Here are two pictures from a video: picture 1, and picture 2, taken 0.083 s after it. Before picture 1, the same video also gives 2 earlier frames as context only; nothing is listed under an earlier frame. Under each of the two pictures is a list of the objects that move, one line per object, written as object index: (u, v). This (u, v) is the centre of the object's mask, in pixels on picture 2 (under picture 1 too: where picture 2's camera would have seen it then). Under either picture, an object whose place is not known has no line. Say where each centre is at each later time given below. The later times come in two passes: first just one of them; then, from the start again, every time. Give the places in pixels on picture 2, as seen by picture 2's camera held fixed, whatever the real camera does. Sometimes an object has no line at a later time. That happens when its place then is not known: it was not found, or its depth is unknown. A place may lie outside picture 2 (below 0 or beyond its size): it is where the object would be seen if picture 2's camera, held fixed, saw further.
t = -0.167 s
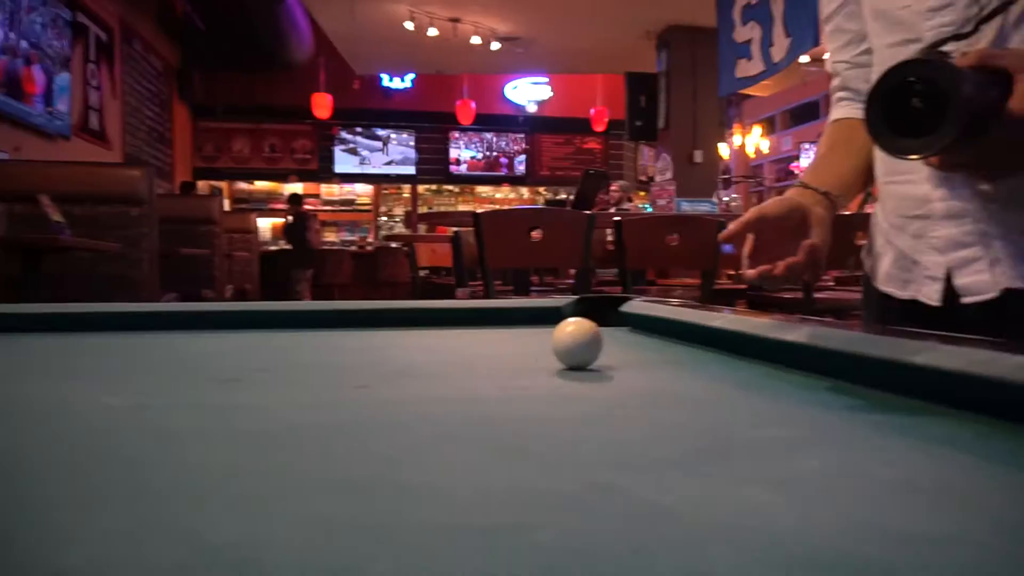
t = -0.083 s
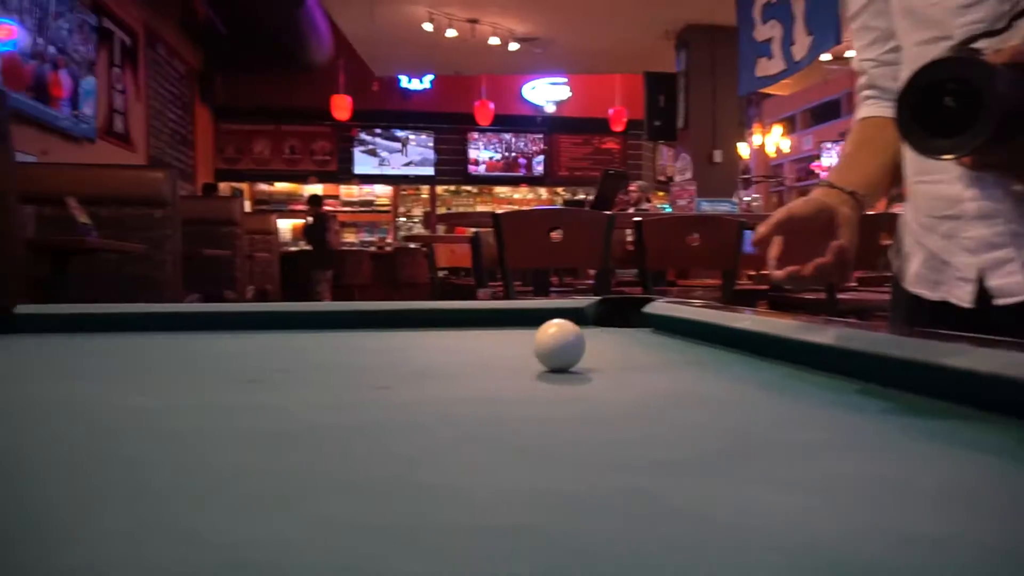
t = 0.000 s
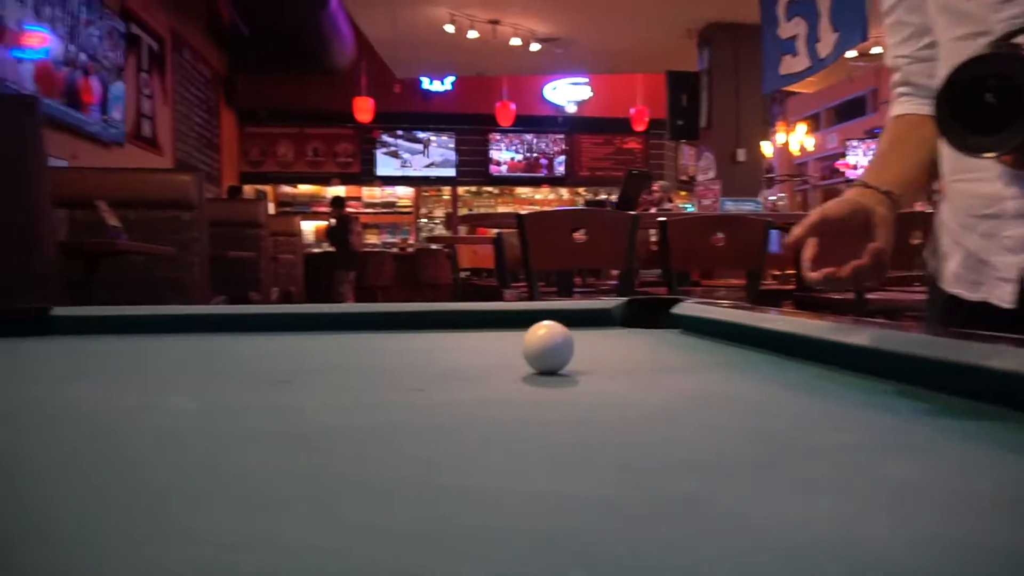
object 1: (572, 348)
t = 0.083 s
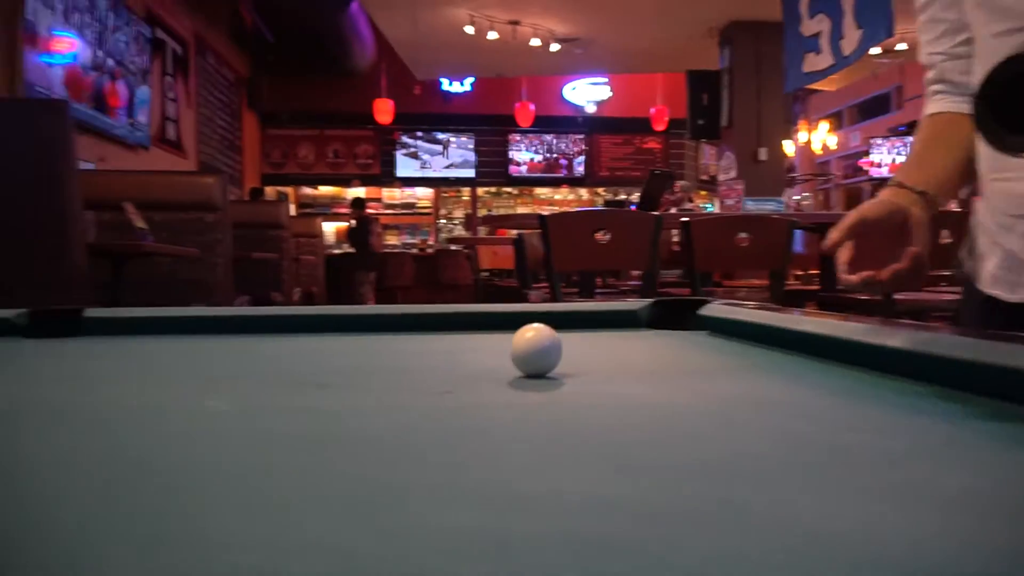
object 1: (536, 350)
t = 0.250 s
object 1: (470, 353)
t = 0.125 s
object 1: (519, 350)
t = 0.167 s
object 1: (502, 351)
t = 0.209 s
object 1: (485, 352)
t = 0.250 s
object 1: (470, 353)
